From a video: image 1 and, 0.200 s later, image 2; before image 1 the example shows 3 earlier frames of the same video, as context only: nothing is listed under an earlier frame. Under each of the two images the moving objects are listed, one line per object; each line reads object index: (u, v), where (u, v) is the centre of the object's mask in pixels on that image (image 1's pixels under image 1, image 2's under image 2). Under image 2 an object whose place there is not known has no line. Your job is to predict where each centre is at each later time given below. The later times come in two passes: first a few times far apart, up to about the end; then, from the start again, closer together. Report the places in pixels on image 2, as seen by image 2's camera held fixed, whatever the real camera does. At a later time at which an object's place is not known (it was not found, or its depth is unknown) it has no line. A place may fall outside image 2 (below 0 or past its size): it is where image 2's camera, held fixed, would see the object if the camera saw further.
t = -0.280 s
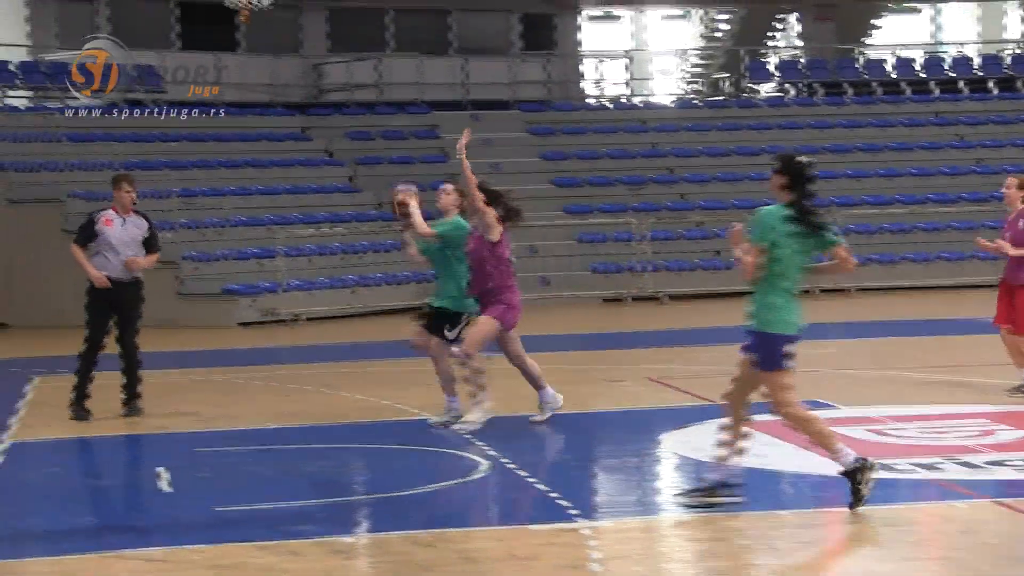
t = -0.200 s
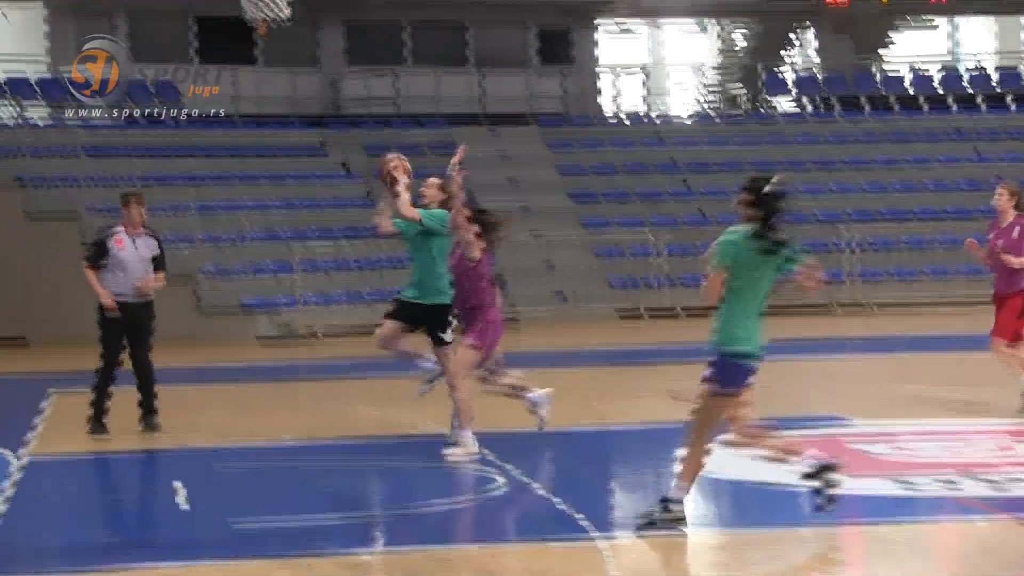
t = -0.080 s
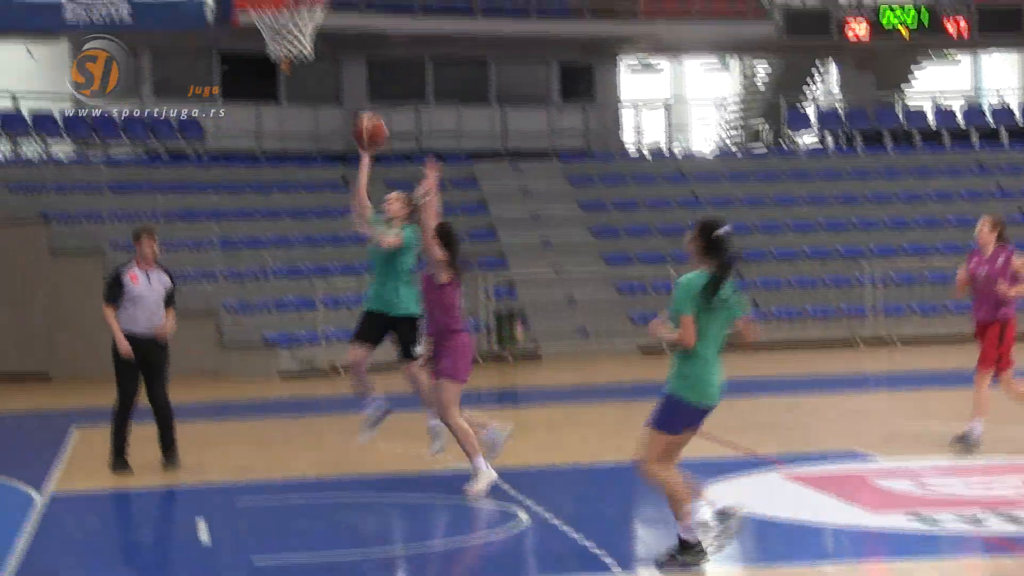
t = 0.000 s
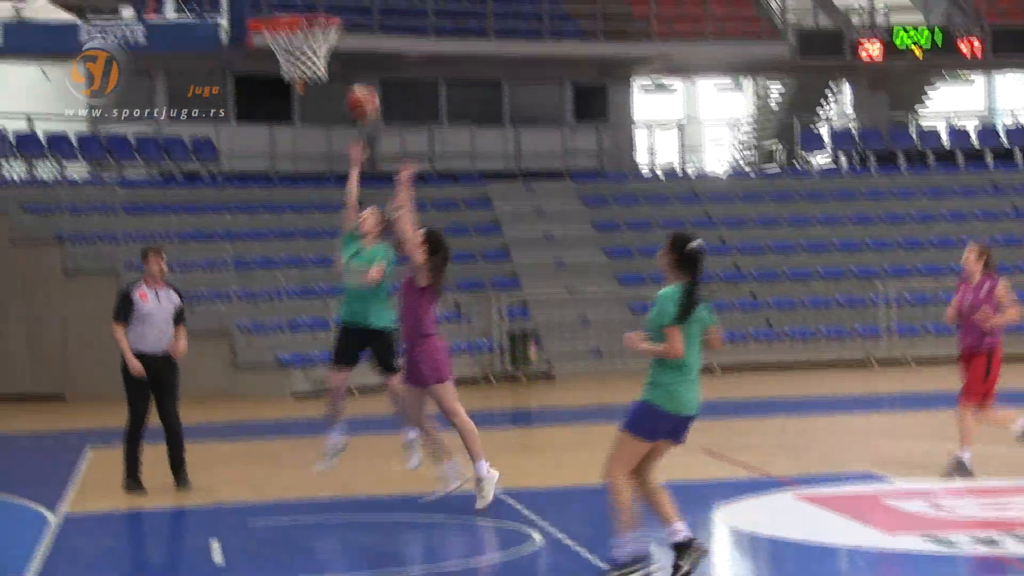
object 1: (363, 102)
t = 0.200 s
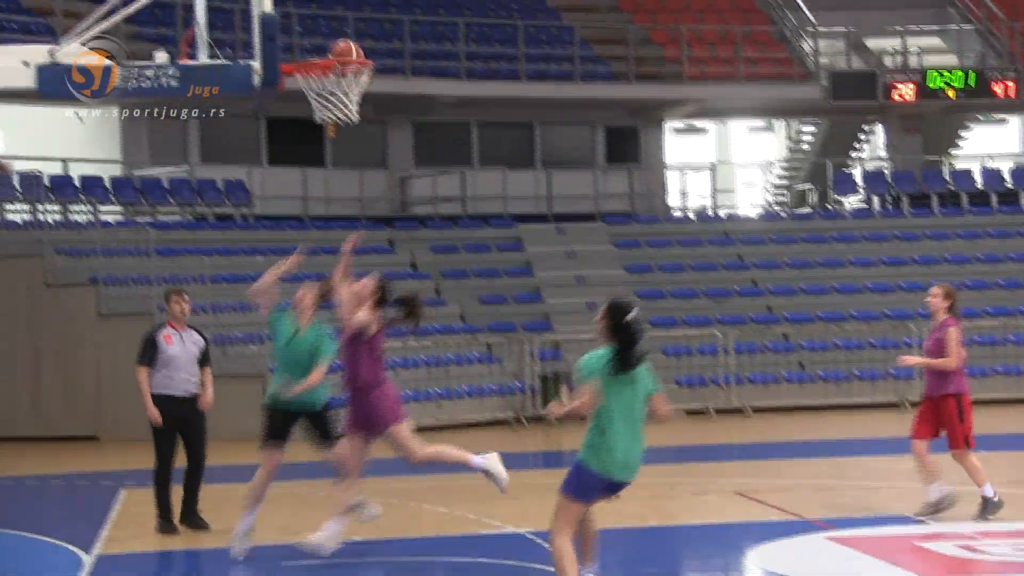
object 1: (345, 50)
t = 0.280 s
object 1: (325, 38)
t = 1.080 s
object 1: (373, 84)
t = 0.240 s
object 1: (336, 44)
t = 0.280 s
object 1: (325, 38)
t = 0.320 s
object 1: (315, 32)
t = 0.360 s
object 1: (305, 28)
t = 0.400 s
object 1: (296, 25)
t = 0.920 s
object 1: (361, 43)
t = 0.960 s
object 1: (362, 46)
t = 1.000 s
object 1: (364, 51)
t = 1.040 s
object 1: (367, 61)
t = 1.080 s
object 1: (373, 84)
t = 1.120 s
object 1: (372, 97)
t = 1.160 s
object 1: (371, 113)
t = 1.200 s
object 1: (367, 130)
